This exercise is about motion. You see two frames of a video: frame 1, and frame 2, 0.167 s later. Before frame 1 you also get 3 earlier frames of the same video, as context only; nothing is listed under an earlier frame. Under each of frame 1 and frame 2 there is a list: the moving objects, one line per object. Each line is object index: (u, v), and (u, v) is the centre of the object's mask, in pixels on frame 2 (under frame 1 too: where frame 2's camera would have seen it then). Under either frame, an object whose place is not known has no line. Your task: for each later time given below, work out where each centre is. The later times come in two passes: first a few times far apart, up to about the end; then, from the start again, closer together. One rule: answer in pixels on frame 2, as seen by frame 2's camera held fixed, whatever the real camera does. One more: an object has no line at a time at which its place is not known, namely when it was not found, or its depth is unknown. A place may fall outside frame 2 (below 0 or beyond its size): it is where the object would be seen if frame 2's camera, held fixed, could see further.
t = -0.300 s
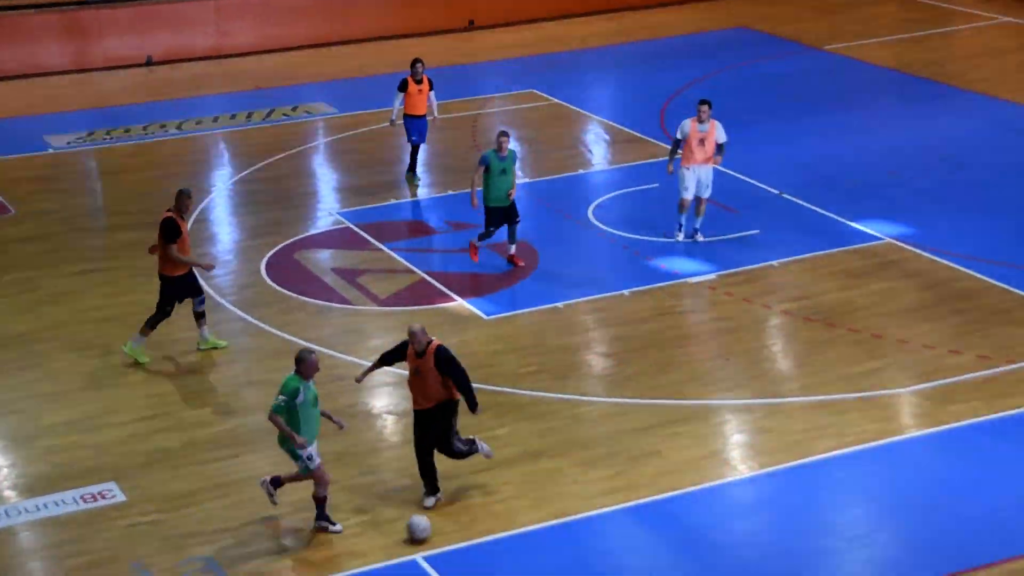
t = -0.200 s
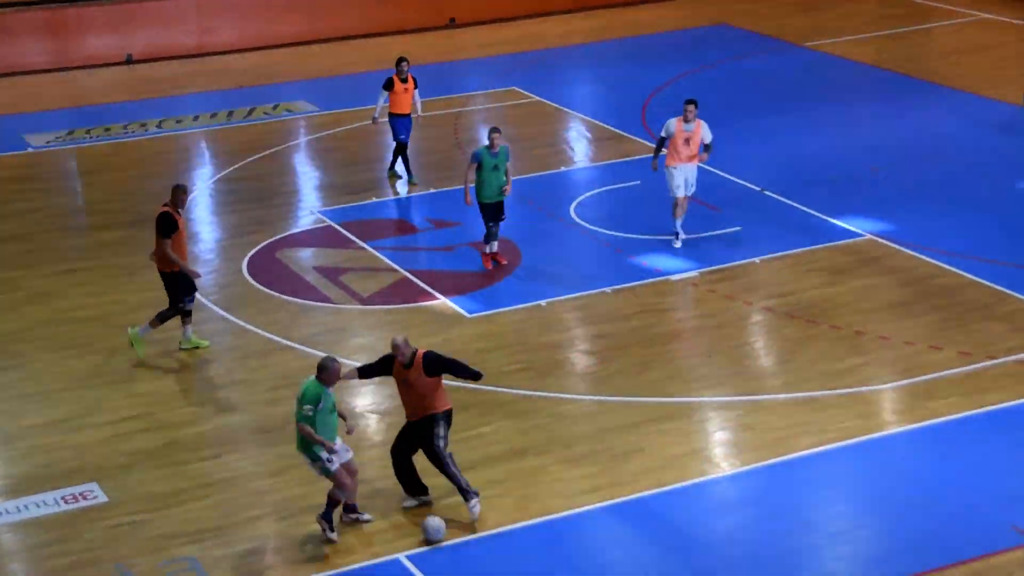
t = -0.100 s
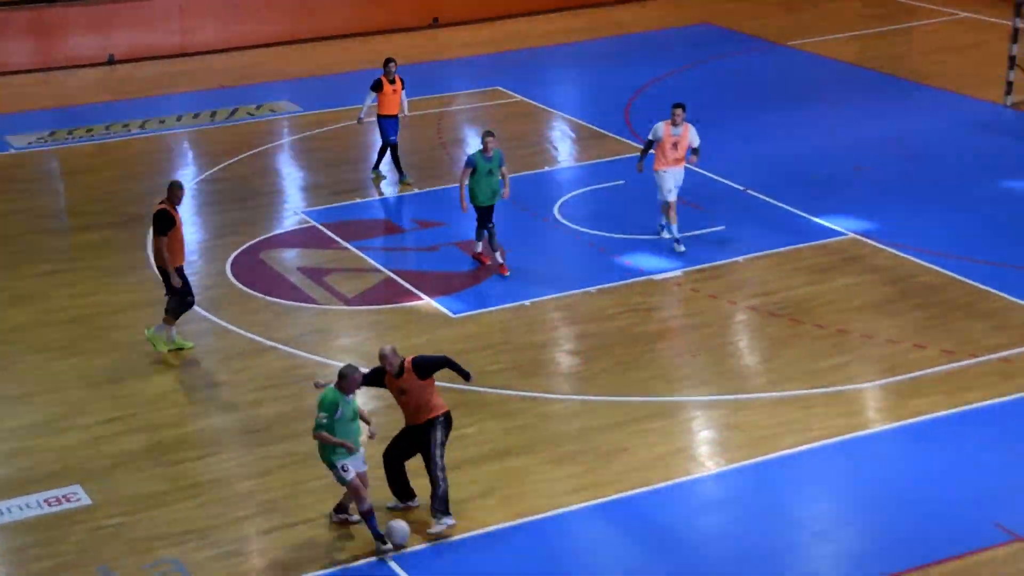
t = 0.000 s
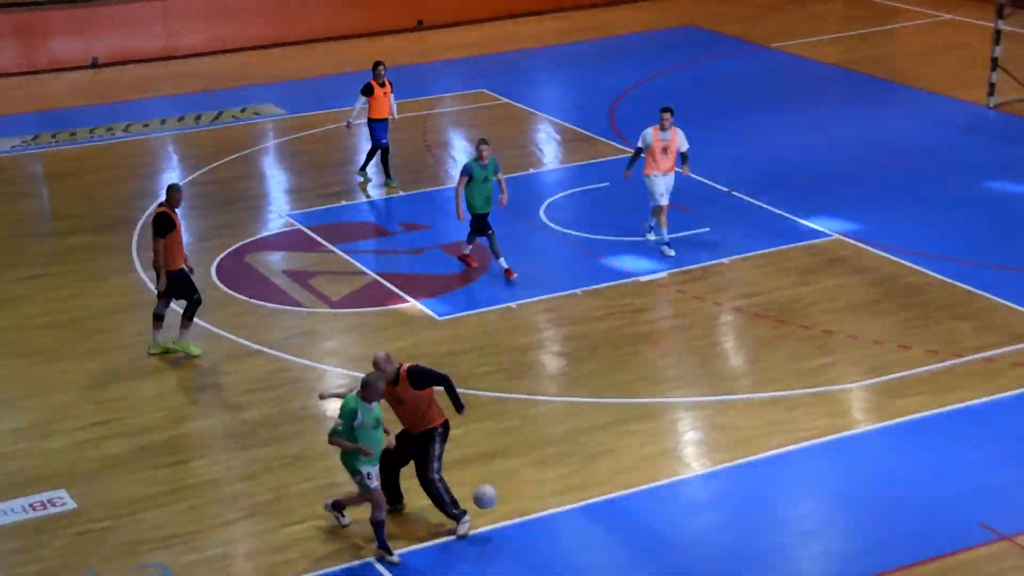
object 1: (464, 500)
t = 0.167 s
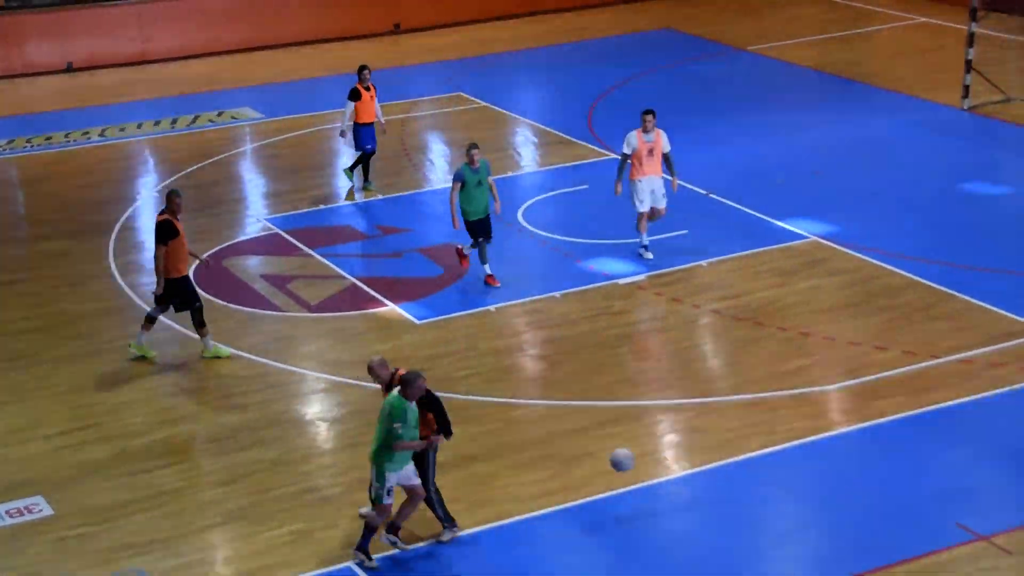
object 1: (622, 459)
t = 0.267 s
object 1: (711, 448)
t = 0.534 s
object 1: (923, 442)
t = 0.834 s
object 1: (1081, 399)
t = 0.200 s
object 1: (651, 455)
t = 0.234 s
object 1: (681, 451)
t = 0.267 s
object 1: (711, 448)
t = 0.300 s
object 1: (740, 445)
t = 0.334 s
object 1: (768, 444)
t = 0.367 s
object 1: (797, 445)
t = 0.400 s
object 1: (824, 446)
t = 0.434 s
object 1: (851, 448)
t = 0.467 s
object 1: (879, 451)
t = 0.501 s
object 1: (904, 454)
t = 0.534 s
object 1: (923, 442)
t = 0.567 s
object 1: (942, 433)
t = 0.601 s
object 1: (959, 425)
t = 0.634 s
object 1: (977, 418)
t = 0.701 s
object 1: (1013, 406)
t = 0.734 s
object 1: (1031, 403)
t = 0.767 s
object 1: (1048, 400)
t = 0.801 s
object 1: (1065, 399)
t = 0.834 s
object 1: (1081, 399)
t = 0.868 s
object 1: (1098, 399)
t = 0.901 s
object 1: (1114, 401)
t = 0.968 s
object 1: (1147, 408)
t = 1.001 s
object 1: (1158, 399)
